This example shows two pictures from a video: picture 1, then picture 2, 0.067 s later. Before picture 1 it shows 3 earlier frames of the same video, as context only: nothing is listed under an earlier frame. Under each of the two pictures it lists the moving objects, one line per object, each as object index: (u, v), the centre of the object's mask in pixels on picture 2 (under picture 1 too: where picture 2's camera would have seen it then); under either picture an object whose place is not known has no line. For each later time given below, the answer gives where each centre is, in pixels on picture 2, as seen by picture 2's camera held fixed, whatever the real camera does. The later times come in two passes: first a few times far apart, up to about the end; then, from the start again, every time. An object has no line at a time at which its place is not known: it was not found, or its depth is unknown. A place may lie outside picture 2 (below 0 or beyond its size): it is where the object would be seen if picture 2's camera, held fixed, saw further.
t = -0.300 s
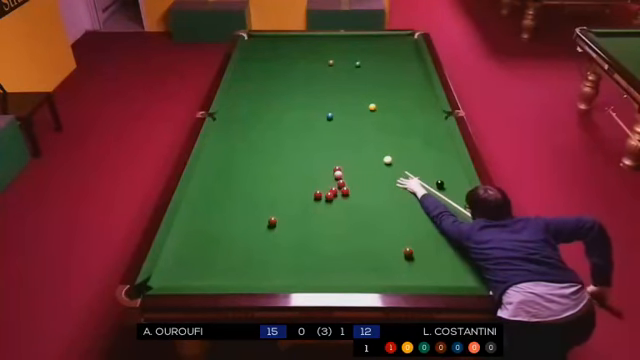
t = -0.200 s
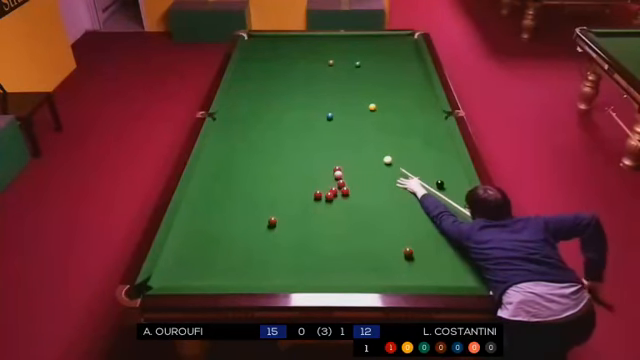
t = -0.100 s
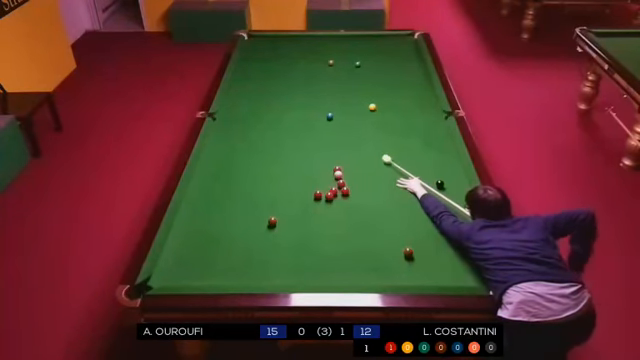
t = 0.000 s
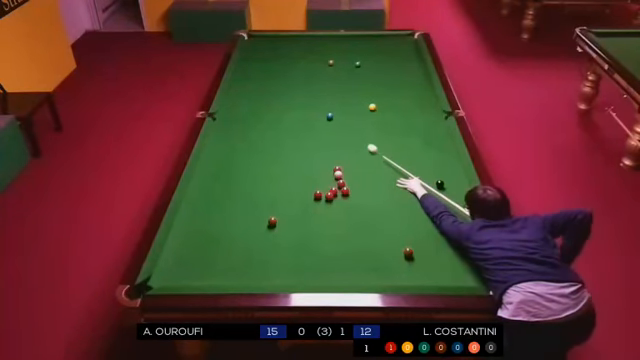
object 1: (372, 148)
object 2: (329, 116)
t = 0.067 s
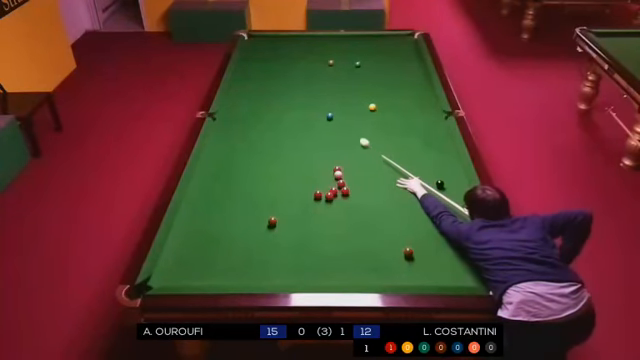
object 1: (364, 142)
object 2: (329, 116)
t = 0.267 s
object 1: (342, 126)
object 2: (330, 116)
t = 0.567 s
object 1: (325, 117)
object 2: (319, 105)
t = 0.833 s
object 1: (314, 114)
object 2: (309, 94)
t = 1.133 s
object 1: (304, 111)
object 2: (298, 83)
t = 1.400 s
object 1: (296, 109)
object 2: (290, 74)
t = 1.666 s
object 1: (289, 107)
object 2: (283, 66)
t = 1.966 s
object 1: (281, 104)
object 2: (274, 58)
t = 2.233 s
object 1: (275, 102)
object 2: (269, 51)
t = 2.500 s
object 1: (270, 101)
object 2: (263, 44)
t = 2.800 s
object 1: (265, 100)
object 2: (258, 39)
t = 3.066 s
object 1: (262, 99)
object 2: (252, 37)
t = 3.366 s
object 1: (259, 99)
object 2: (247, 40)
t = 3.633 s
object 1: (257, 98)
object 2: (248, 43)
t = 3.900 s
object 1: (256, 98)
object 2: (250, 44)
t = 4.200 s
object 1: (255, 98)
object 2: (251, 46)
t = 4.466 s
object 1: (255, 98)
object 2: (252, 48)
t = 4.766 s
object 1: (255, 98)
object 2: (254, 50)
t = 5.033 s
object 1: (255, 98)
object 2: (255, 51)
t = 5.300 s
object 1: (255, 98)
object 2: (256, 52)
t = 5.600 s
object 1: (255, 98)
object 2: (256, 52)
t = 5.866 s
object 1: (255, 98)
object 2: (257, 52)
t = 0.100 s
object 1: (360, 139)
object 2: (329, 116)
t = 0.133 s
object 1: (356, 137)
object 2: (329, 116)
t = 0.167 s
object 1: (353, 134)
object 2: (330, 116)
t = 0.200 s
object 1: (349, 131)
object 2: (330, 116)
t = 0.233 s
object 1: (345, 129)
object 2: (329, 116)
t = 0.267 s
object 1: (342, 126)
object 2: (330, 116)
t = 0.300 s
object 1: (339, 123)
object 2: (329, 116)
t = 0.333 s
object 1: (335, 121)
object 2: (329, 116)
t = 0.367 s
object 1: (332, 119)
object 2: (328, 115)
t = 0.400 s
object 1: (332, 119)
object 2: (326, 114)
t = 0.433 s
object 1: (330, 119)
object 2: (325, 112)
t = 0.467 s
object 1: (329, 118)
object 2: (323, 111)
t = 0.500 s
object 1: (327, 118)
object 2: (322, 108)
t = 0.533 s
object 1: (326, 117)
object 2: (320, 107)
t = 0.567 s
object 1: (325, 117)
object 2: (319, 105)
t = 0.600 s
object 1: (324, 116)
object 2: (318, 104)
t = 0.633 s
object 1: (322, 116)
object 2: (316, 102)
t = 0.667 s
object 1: (321, 116)
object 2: (315, 101)
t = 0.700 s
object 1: (320, 116)
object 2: (314, 99)
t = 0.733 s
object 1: (318, 115)
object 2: (312, 98)
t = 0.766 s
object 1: (317, 115)
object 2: (311, 96)
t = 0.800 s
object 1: (316, 114)
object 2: (310, 95)
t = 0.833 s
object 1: (314, 114)
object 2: (309, 94)
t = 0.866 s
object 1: (313, 114)
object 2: (307, 92)
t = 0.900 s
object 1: (312, 113)
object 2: (306, 91)
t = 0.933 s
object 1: (311, 113)
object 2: (305, 90)
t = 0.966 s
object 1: (310, 113)
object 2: (304, 89)
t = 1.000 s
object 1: (309, 112)
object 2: (303, 88)
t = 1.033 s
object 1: (308, 112)
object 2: (302, 86)
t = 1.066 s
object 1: (307, 112)
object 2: (301, 85)
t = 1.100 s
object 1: (305, 111)
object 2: (299, 84)
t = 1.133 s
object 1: (304, 111)
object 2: (298, 83)
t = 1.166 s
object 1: (303, 111)
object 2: (297, 82)
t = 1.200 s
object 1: (302, 110)
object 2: (296, 81)
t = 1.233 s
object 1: (301, 110)
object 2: (295, 80)
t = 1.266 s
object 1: (300, 110)
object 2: (294, 78)
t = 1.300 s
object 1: (299, 109)
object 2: (293, 77)
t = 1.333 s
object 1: (298, 109)
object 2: (292, 76)
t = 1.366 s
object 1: (297, 109)
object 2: (291, 75)
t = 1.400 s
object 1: (296, 109)
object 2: (290, 74)
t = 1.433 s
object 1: (295, 108)
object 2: (289, 73)
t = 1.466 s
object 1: (294, 108)
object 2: (288, 72)
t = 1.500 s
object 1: (293, 108)
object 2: (287, 71)
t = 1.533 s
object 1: (292, 108)
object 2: (286, 70)
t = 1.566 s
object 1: (292, 107)
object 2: (285, 69)
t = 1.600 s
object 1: (290, 107)
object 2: (284, 68)
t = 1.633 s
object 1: (290, 107)
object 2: (283, 67)
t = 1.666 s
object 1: (289, 107)
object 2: (283, 66)
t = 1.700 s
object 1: (288, 106)
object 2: (282, 64)
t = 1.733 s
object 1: (288, 106)
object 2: (281, 63)
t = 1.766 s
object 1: (287, 106)
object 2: (280, 62)
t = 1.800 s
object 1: (286, 105)
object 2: (279, 61)
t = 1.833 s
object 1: (284, 105)
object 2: (278, 61)
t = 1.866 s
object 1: (284, 105)
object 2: (277, 60)
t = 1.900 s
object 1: (283, 105)
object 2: (276, 59)
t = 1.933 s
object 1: (282, 105)
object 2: (275, 58)
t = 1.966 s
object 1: (281, 104)
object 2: (274, 58)
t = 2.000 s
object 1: (281, 104)
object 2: (274, 57)
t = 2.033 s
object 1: (280, 104)
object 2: (273, 56)
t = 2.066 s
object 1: (279, 103)
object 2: (272, 55)
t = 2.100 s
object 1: (278, 103)
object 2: (271, 55)
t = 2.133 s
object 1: (278, 103)
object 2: (271, 53)
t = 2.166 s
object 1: (277, 103)
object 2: (270, 53)
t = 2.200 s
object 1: (276, 102)
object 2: (269, 52)
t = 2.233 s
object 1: (275, 102)
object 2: (269, 51)
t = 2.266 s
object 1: (275, 102)
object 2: (268, 50)
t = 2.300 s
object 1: (274, 102)
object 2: (267, 49)
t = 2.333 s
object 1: (273, 102)
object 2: (266, 49)
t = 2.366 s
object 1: (273, 102)
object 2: (266, 48)
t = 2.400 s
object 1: (272, 102)
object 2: (265, 47)
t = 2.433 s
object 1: (272, 101)
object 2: (264, 46)
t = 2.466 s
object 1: (271, 101)
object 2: (264, 45)
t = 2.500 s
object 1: (270, 101)
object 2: (263, 44)
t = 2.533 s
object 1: (270, 101)
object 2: (263, 44)
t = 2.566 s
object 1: (269, 101)
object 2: (262, 43)
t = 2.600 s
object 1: (269, 101)
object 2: (261, 42)
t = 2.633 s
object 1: (268, 100)
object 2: (261, 42)
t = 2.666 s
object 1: (267, 100)
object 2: (260, 41)
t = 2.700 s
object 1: (267, 100)
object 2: (259, 40)
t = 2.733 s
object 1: (267, 100)
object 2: (259, 40)
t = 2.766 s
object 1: (266, 100)
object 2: (258, 39)
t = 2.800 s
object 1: (265, 100)
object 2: (258, 39)
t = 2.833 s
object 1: (265, 100)
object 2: (257, 37)
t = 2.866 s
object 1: (264, 100)
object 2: (256, 37)
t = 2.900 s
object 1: (264, 100)
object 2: (255, 37)
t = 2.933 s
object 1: (264, 99)
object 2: (255, 36)
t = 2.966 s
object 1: (263, 99)
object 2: (254, 36)
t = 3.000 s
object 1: (263, 99)
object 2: (254, 36)
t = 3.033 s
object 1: (262, 99)
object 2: (253, 36)
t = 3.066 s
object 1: (262, 99)
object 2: (252, 37)
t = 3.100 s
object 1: (261, 99)
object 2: (252, 37)
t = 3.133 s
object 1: (261, 99)
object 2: (251, 38)
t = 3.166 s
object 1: (261, 99)
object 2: (250, 38)
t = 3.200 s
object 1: (260, 99)
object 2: (250, 38)
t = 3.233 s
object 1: (260, 99)
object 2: (249, 39)
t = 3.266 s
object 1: (259, 99)
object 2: (249, 39)
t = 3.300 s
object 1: (259, 99)
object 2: (248, 39)
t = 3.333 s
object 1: (259, 99)
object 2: (247, 40)
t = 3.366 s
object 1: (259, 99)
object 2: (247, 40)
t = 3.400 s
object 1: (258, 99)
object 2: (247, 40)
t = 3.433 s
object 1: (258, 98)
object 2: (247, 40)
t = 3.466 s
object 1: (258, 98)
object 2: (247, 41)
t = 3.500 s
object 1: (258, 98)
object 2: (248, 41)
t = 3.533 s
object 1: (257, 98)
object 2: (248, 41)
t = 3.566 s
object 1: (257, 98)
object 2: (248, 42)
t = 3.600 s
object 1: (257, 98)
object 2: (248, 42)
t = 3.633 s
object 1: (257, 98)
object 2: (248, 43)
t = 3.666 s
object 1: (257, 98)
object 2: (248, 43)
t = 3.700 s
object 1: (256, 98)
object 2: (248, 43)
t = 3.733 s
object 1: (256, 98)
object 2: (249, 43)
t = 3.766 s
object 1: (256, 98)
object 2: (249, 43)
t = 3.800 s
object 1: (256, 98)
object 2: (249, 44)
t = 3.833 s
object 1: (256, 98)
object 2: (249, 44)
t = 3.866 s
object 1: (256, 98)
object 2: (249, 44)
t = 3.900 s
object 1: (256, 98)
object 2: (250, 44)
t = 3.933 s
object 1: (255, 98)
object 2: (250, 44)
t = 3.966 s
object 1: (255, 98)
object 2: (250, 45)
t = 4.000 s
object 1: (255, 98)
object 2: (250, 45)
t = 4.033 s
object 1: (255, 98)
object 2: (250, 45)
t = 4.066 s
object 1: (255, 98)
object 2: (250, 45)
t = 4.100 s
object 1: (255, 98)
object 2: (250, 46)
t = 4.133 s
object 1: (255, 98)
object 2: (250, 46)
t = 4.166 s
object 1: (255, 98)
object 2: (250, 46)
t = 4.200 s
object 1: (255, 98)
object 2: (251, 46)
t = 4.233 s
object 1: (255, 98)
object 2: (251, 47)
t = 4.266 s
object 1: (255, 98)
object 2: (251, 47)
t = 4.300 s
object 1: (255, 98)
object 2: (251, 47)
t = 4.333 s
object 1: (255, 98)
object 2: (252, 47)
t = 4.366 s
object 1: (255, 98)
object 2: (252, 48)
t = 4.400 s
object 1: (255, 98)
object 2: (252, 48)
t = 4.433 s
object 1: (255, 98)
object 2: (252, 48)
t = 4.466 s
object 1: (255, 98)
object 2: (252, 48)
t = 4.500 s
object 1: (255, 98)
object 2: (252, 48)
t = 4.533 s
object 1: (255, 98)
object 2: (252, 48)
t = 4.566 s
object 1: (255, 98)
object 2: (253, 49)
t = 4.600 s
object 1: (255, 98)
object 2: (253, 49)
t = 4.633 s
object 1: (255, 98)
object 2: (253, 49)
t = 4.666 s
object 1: (255, 98)
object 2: (253, 49)
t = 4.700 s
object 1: (255, 98)
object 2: (253, 50)
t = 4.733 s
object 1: (255, 98)
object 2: (254, 50)
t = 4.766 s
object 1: (255, 98)
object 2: (254, 50)
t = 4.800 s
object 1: (255, 98)
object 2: (254, 50)
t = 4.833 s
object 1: (255, 98)
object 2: (254, 50)
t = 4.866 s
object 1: (255, 98)
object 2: (254, 50)
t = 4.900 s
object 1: (255, 98)
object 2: (254, 50)
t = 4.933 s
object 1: (255, 98)
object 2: (254, 50)
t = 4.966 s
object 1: (255, 98)
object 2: (255, 51)
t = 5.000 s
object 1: (255, 98)
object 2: (255, 51)
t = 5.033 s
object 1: (255, 98)
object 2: (255, 51)
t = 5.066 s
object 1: (255, 98)
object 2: (255, 51)
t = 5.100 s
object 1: (255, 98)
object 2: (255, 51)
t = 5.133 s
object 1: (255, 98)
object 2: (255, 51)
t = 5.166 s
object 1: (255, 98)
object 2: (255, 51)
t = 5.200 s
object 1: (255, 98)
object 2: (255, 51)
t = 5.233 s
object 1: (255, 98)
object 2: (255, 51)
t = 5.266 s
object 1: (255, 98)
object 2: (255, 51)
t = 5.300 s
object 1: (255, 98)
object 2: (256, 52)
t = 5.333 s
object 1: (255, 98)
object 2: (256, 52)
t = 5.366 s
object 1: (255, 98)
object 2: (256, 52)
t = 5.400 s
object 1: (255, 98)
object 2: (256, 52)
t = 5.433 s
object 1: (255, 98)
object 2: (256, 52)
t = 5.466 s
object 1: (255, 98)
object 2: (256, 52)
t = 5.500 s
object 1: (255, 98)
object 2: (256, 52)
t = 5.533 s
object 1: (255, 98)
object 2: (256, 52)
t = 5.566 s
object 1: (255, 98)
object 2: (256, 52)
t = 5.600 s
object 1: (255, 98)
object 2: (256, 52)
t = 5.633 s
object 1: (255, 98)
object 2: (256, 52)
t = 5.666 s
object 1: (255, 98)
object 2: (256, 52)
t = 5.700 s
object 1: (255, 98)
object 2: (257, 52)
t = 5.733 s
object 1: (255, 98)
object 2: (257, 52)
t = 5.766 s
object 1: (255, 98)
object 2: (257, 52)
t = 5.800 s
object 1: (255, 98)
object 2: (257, 52)
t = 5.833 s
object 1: (255, 98)
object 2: (257, 52)
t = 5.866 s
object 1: (255, 98)
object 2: (257, 52)
